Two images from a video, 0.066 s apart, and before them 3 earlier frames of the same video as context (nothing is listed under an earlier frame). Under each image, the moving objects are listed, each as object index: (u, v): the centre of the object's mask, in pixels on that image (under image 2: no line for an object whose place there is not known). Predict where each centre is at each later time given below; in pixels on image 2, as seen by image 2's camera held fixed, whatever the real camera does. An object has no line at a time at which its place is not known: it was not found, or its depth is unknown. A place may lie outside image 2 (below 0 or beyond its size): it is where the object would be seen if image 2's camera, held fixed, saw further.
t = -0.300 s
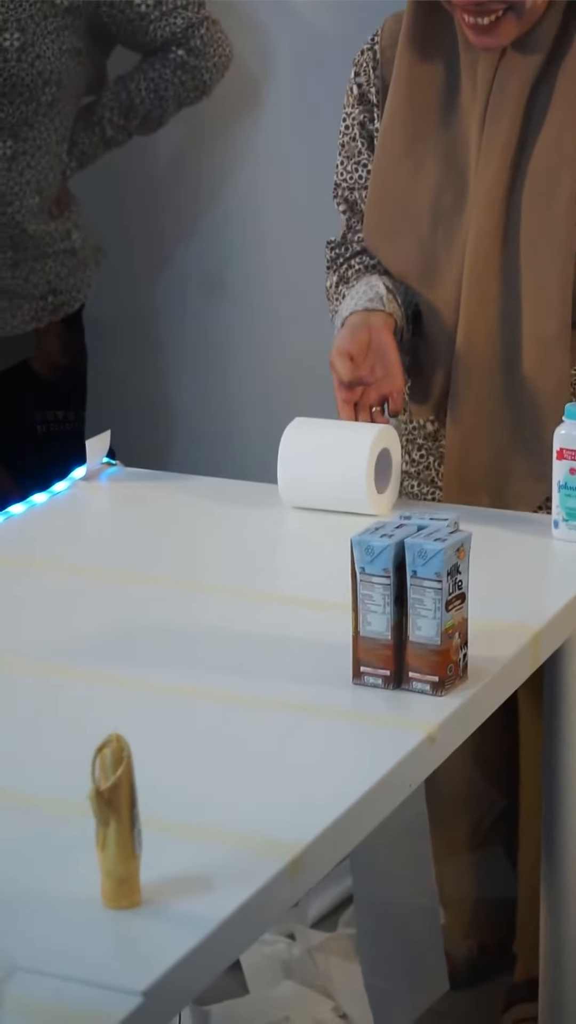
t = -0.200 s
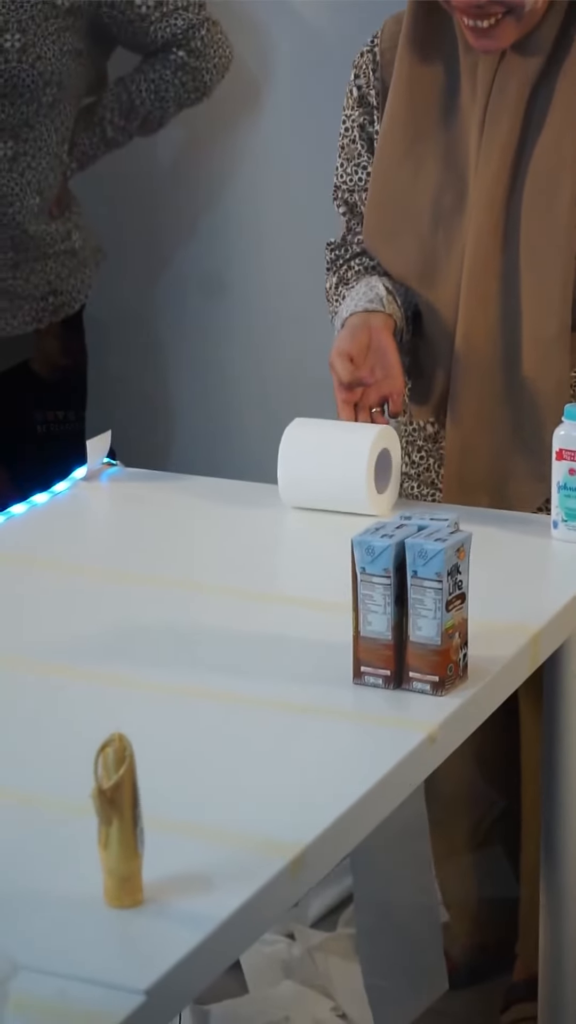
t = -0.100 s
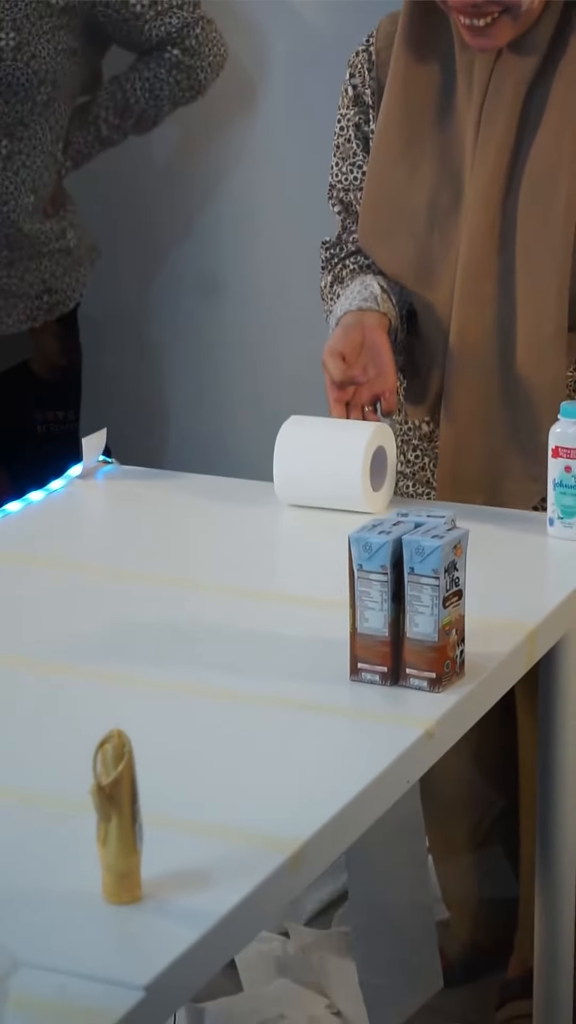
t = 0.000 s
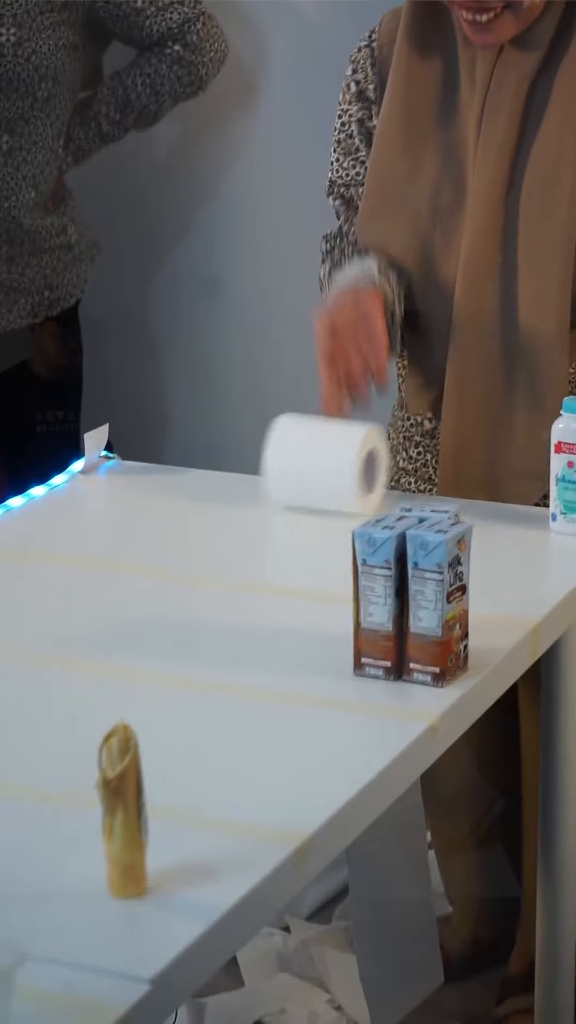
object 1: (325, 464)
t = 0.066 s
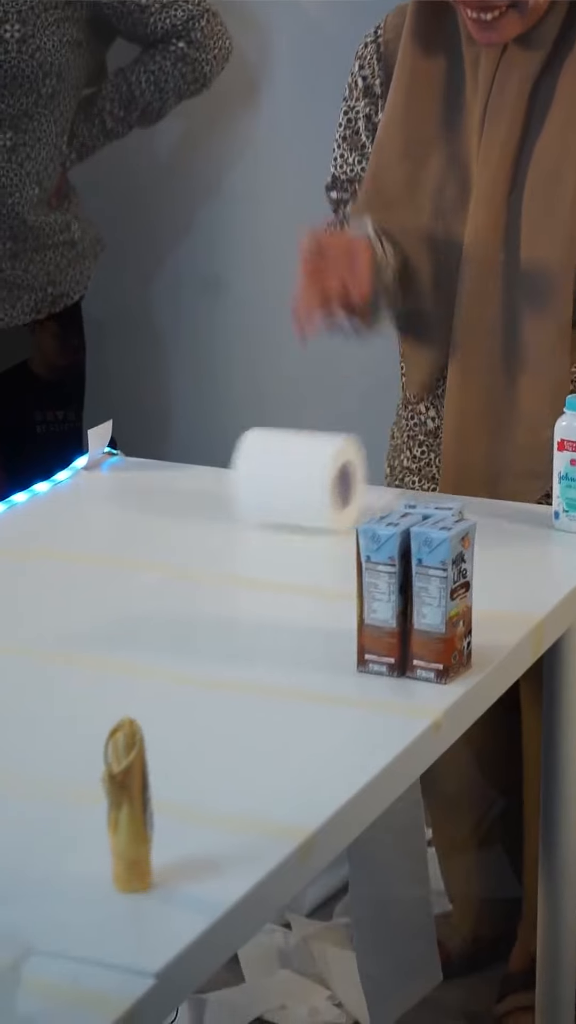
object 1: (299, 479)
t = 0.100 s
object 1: (284, 491)
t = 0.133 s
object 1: (276, 494)
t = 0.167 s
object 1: (264, 499)
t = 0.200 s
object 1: (253, 510)
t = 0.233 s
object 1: (237, 519)
